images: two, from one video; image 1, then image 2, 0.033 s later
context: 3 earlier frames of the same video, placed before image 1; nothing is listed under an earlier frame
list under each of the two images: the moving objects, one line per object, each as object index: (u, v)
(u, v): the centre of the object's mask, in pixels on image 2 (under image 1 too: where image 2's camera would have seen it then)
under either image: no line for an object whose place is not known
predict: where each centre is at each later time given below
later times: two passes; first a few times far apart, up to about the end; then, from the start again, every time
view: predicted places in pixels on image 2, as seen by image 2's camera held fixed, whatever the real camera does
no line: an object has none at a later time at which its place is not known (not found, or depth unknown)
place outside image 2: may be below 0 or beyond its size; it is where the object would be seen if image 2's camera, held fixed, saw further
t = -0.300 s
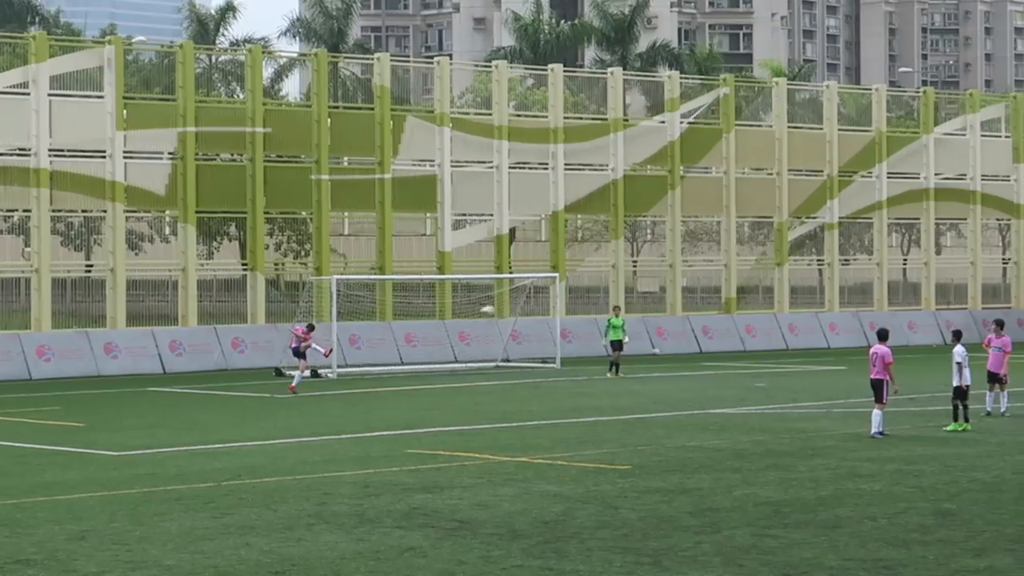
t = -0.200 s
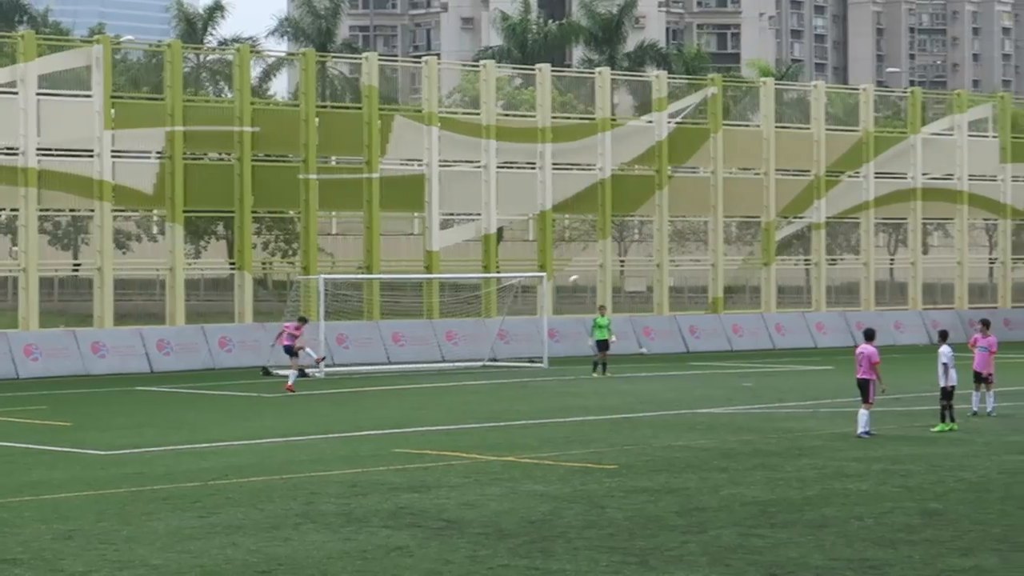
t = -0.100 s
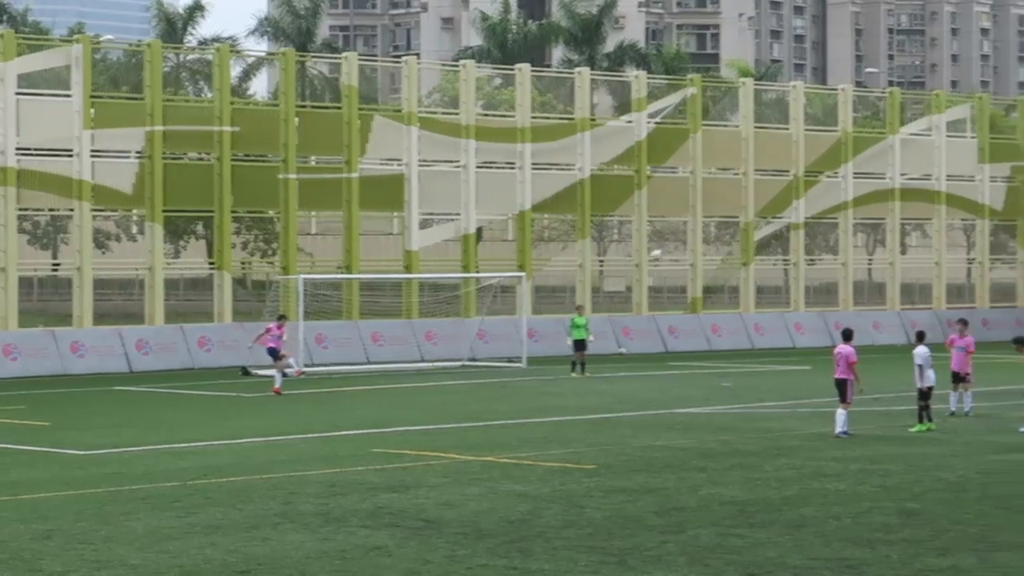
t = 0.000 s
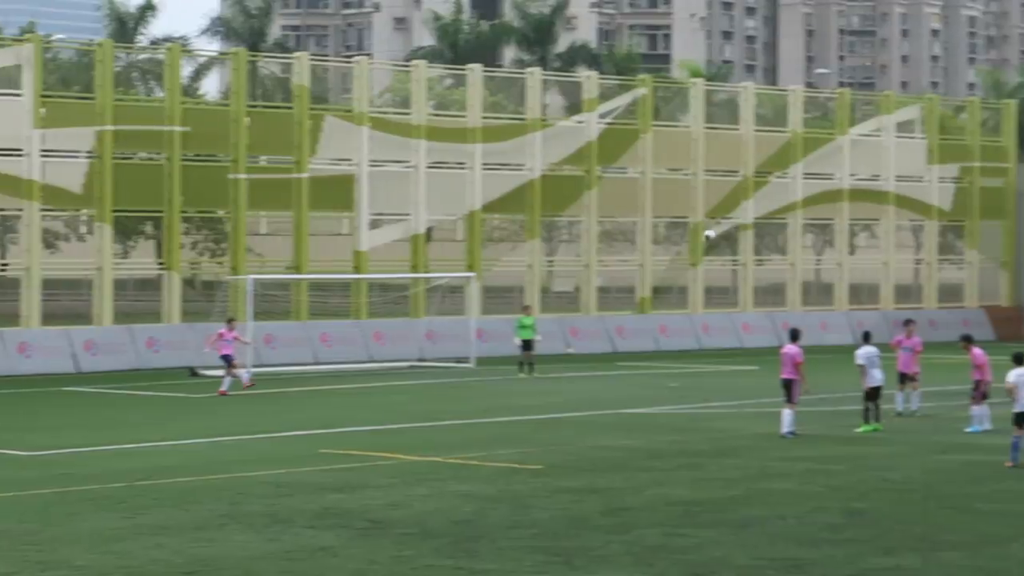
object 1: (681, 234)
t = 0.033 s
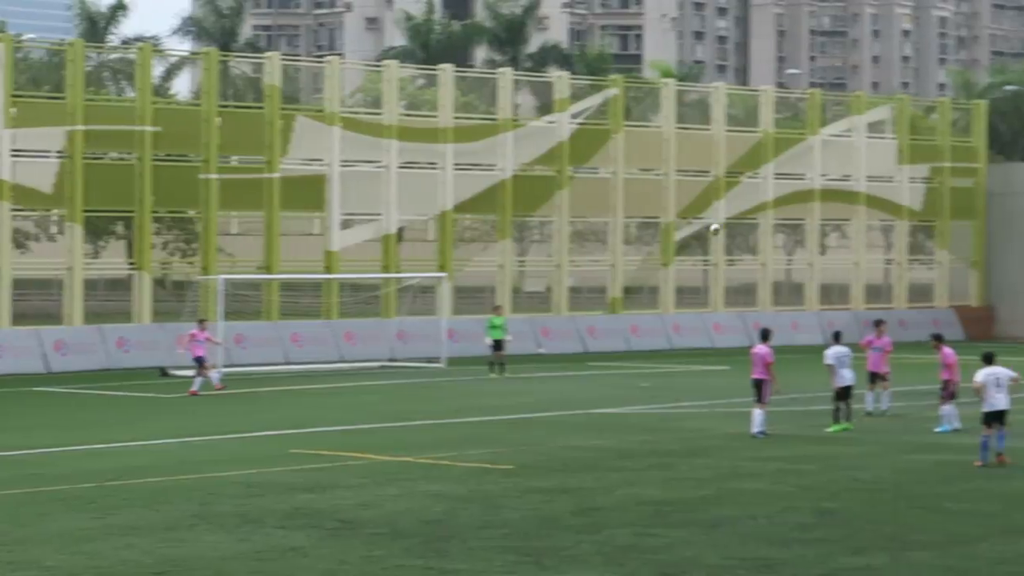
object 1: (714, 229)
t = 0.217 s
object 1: (905, 209)
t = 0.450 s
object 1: (1155, 211)
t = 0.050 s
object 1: (731, 225)
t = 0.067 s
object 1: (749, 223)
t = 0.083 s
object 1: (766, 222)
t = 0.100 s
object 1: (783, 219)
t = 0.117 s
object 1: (799, 217)
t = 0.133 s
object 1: (817, 215)
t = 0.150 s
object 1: (835, 214)
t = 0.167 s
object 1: (852, 213)
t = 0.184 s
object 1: (870, 212)
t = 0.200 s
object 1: (886, 210)
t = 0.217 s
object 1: (905, 209)
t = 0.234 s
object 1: (922, 208)
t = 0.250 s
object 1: (939, 208)
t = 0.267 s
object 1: (957, 207)
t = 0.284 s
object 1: (974, 207)
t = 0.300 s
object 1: (992, 207)
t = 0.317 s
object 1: (1010, 207)
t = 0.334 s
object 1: (1028, 207)
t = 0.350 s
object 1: (1046, 207)
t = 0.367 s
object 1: (1064, 208)
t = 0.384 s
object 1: (1083, 208)
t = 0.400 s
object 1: (1100, 209)
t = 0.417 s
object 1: (1119, 210)
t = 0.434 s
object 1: (1136, 210)
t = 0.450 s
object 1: (1155, 211)
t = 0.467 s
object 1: (1175, 213)
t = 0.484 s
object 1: (1193, 213)
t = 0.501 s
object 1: (1211, 215)
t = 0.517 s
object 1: (1229, 217)
